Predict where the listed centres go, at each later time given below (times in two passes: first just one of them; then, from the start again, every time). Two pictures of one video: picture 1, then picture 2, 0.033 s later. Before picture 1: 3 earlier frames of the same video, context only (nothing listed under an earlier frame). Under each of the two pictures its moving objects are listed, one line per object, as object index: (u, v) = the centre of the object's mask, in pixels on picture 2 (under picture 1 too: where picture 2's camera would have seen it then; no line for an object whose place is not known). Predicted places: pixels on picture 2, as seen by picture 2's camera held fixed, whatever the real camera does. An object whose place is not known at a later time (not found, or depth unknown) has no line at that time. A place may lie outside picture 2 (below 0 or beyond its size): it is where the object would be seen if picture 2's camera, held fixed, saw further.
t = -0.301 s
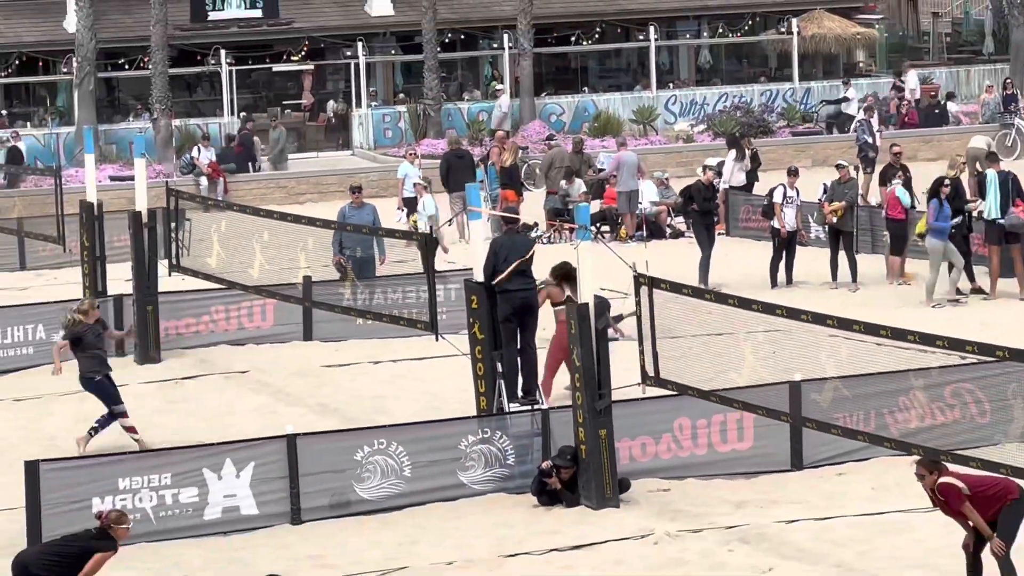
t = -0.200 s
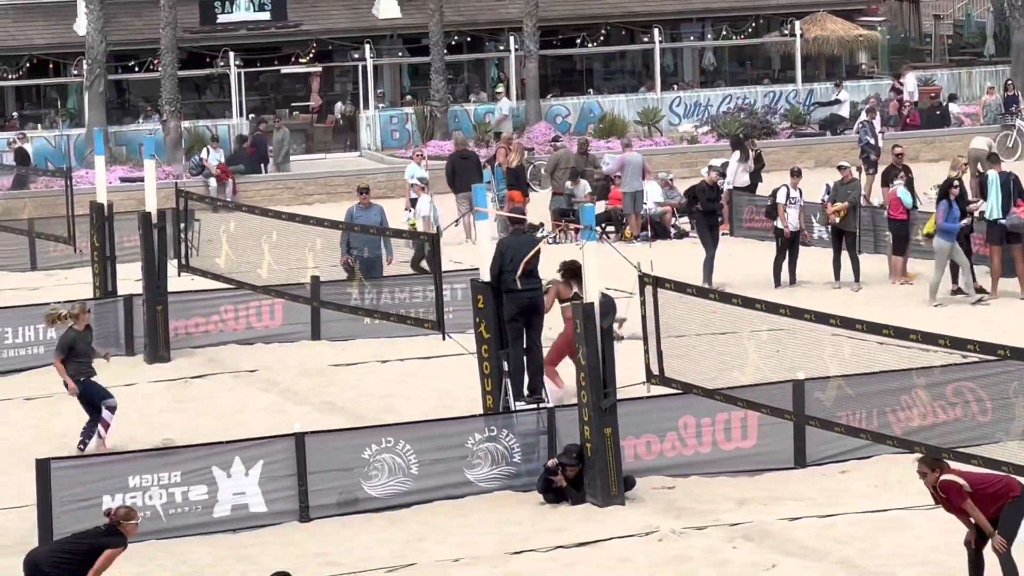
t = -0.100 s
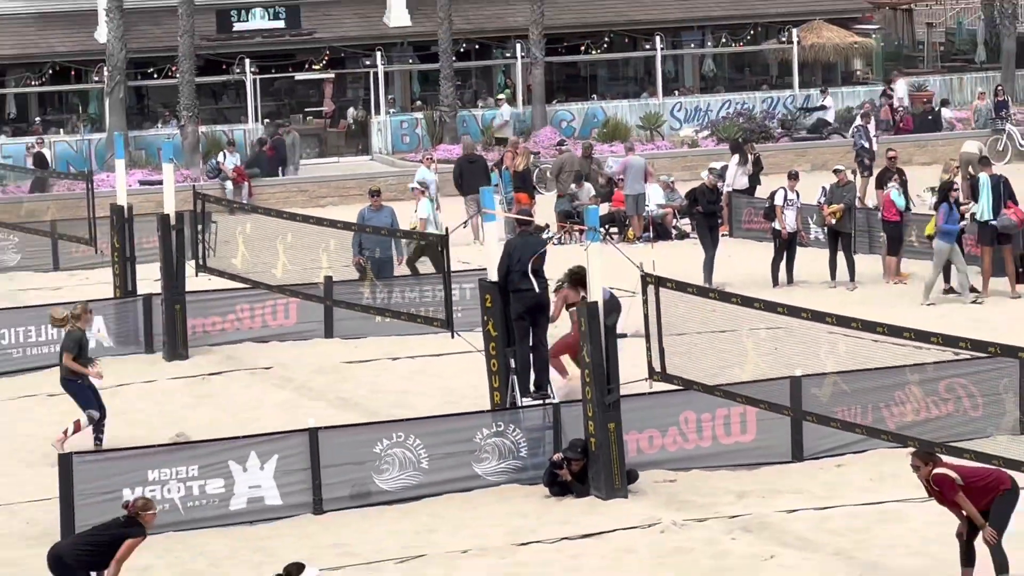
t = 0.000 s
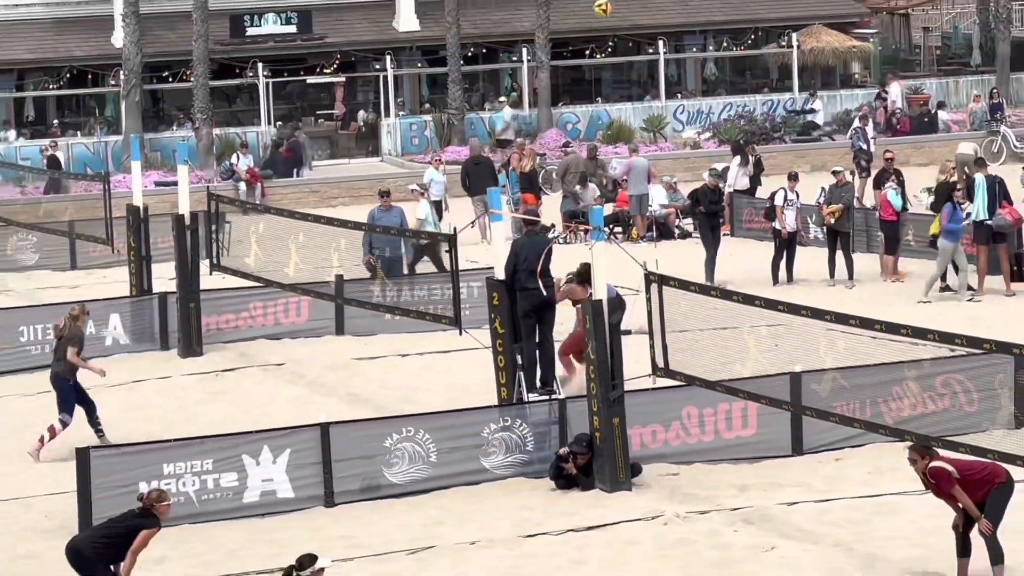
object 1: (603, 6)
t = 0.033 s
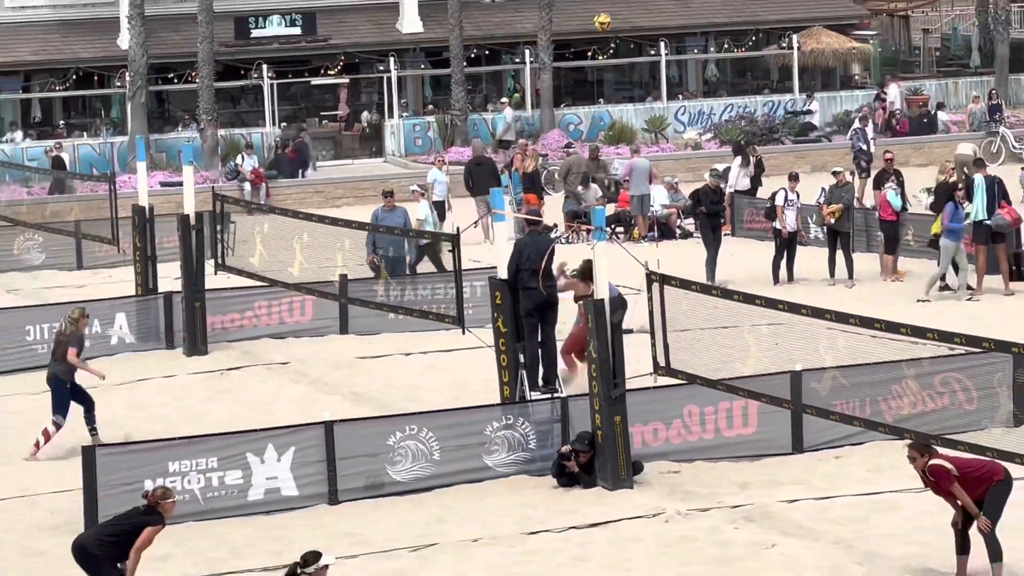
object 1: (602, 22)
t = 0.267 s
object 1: (598, 133)
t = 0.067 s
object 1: (602, 36)
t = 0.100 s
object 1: (600, 50)
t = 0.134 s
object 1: (600, 63)
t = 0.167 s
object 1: (600, 81)
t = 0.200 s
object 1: (600, 97)
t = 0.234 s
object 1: (599, 115)
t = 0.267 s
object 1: (598, 133)
